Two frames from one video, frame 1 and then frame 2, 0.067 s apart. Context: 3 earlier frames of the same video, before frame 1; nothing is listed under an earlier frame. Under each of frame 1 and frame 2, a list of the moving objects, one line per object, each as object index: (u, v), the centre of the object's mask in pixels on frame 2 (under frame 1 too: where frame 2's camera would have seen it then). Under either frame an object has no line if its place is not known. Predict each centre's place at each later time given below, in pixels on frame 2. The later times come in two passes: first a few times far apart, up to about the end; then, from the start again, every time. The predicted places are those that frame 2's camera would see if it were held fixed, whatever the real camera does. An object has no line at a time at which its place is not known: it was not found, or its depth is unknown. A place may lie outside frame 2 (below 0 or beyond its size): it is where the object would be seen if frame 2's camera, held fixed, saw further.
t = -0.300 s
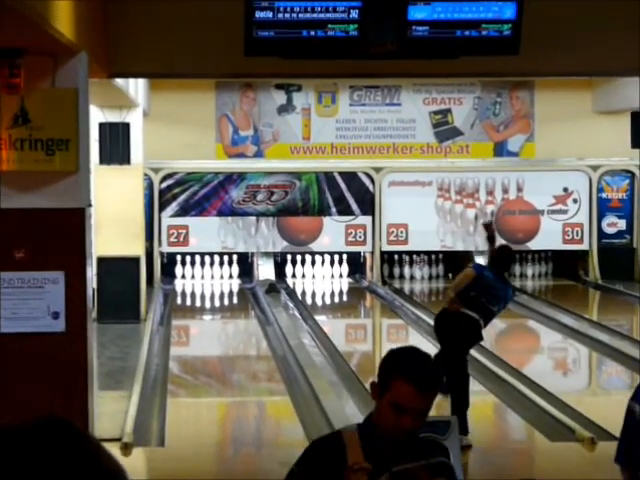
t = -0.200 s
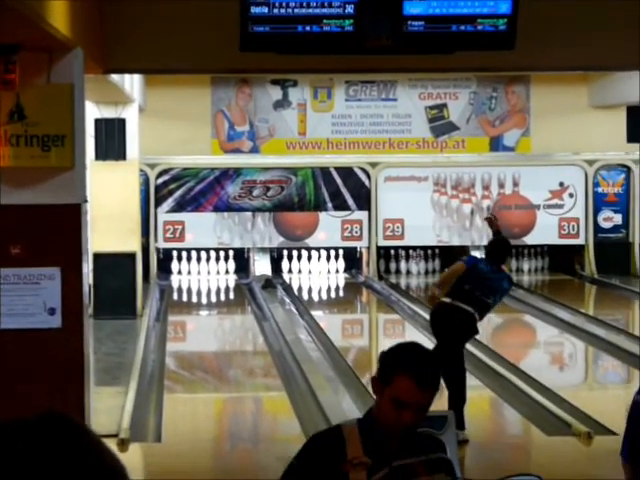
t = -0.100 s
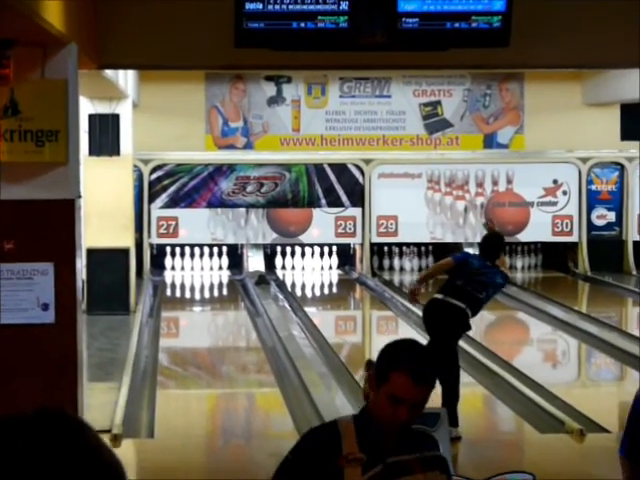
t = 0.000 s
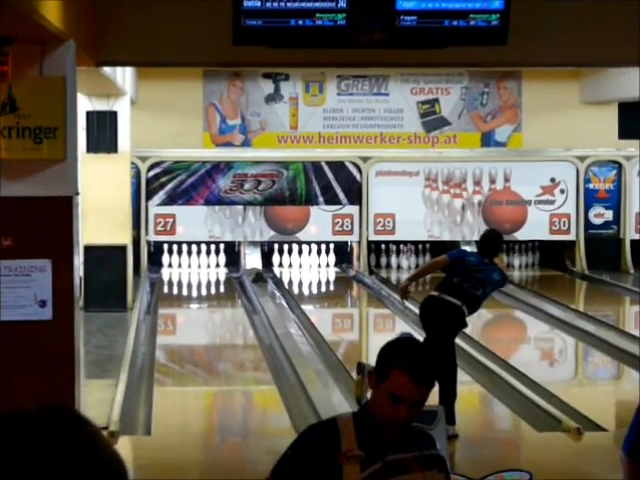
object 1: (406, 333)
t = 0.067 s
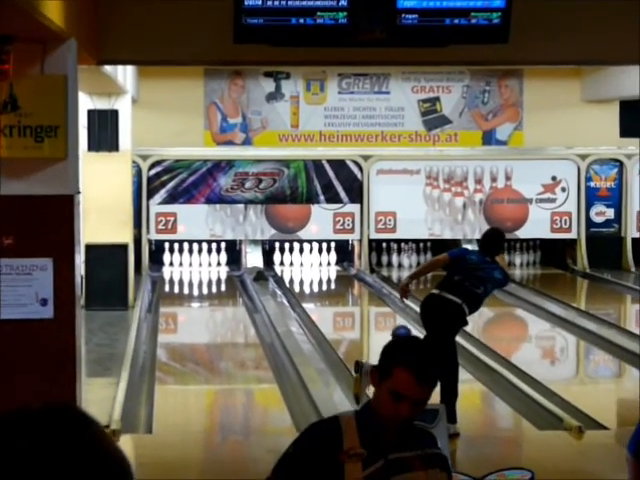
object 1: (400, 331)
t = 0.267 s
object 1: (386, 319)
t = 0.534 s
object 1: (370, 301)
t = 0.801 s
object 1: (355, 288)
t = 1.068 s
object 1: (341, 277)
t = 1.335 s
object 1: (323, 267)
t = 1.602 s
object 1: (306, 260)
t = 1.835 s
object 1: (295, 259)
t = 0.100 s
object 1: (398, 330)
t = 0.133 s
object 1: (396, 328)
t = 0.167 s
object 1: (393, 326)
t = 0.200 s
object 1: (391, 324)
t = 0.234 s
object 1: (388, 321)
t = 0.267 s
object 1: (386, 319)
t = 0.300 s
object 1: (384, 316)
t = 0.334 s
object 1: (382, 314)
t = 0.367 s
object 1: (380, 312)
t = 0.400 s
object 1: (378, 310)
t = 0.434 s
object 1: (376, 308)
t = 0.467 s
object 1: (374, 306)
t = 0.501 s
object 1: (371, 303)
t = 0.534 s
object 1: (370, 301)
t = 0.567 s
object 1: (368, 299)
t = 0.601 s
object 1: (366, 298)
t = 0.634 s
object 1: (364, 296)
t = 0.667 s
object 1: (363, 294)
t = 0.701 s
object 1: (360, 292)
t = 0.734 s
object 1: (358, 291)
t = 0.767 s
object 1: (356, 289)
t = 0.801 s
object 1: (355, 288)
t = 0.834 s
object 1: (353, 286)
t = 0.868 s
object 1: (352, 285)
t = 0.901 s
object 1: (349, 284)
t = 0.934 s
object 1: (348, 282)
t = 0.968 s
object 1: (346, 281)
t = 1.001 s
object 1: (344, 279)
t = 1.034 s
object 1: (343, 278)
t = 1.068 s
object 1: (341, 277)
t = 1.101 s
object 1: (338, 275)
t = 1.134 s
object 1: (336, 274)
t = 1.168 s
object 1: (334, 273)
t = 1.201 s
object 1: (332, 271)
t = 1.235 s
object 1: (330, 270)
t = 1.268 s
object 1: (327, 269)
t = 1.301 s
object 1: (325, 268)
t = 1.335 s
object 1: (323, 267)
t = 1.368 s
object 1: (321, 266)
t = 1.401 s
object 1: (318, 265)
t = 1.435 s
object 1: (316, 264)
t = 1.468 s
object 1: (314, 263)
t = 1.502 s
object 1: (311, 262)
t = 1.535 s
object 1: (309, 261)
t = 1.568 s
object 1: (308, 261)
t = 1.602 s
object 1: (306, 260)
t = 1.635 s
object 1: (304, 260)
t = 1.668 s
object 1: (302, 259)
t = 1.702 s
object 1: (299, 259)
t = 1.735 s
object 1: (297, 259)
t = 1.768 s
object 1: (295, 258)
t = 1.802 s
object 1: (295, 258)
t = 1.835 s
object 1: (295, 259)
